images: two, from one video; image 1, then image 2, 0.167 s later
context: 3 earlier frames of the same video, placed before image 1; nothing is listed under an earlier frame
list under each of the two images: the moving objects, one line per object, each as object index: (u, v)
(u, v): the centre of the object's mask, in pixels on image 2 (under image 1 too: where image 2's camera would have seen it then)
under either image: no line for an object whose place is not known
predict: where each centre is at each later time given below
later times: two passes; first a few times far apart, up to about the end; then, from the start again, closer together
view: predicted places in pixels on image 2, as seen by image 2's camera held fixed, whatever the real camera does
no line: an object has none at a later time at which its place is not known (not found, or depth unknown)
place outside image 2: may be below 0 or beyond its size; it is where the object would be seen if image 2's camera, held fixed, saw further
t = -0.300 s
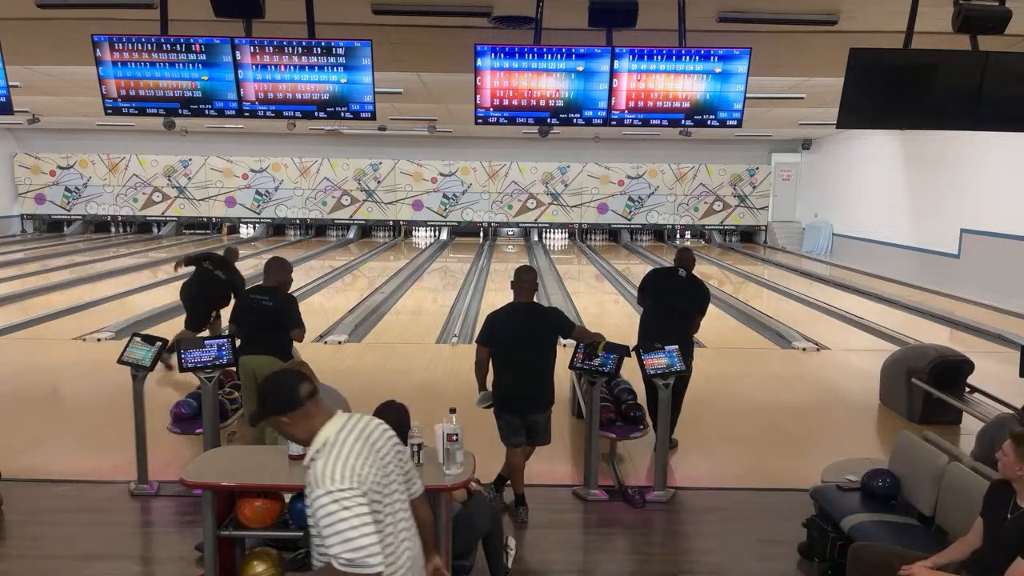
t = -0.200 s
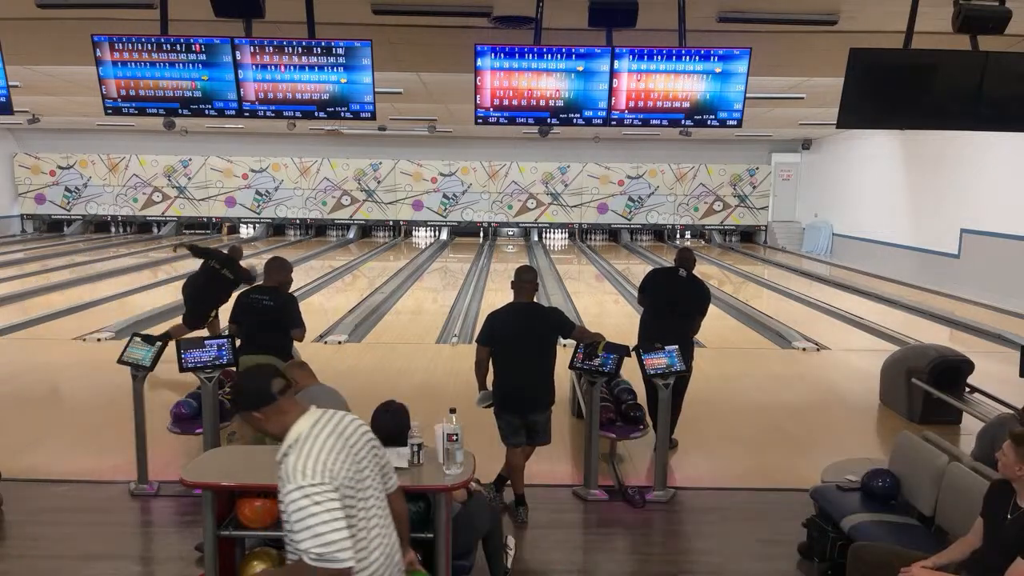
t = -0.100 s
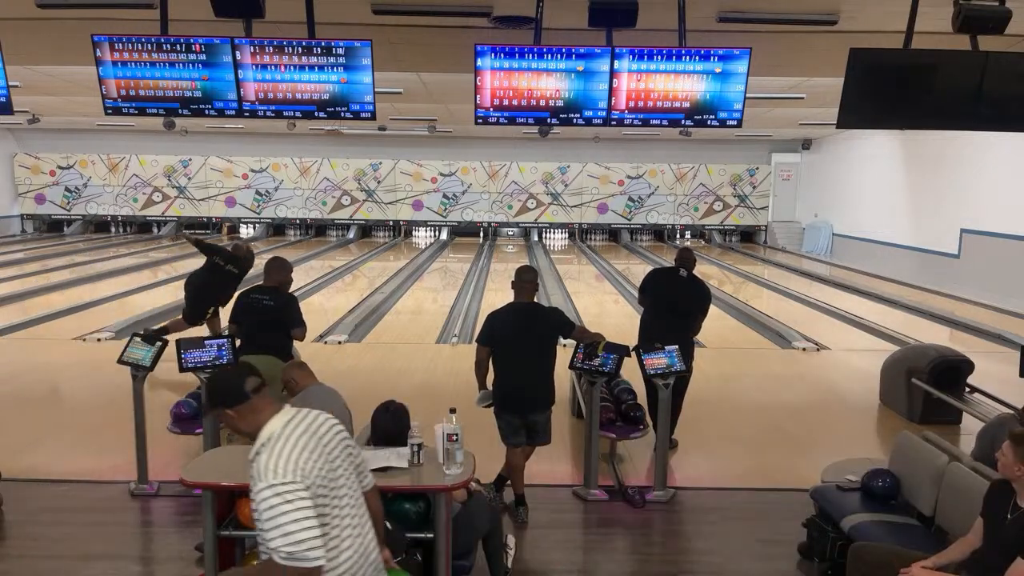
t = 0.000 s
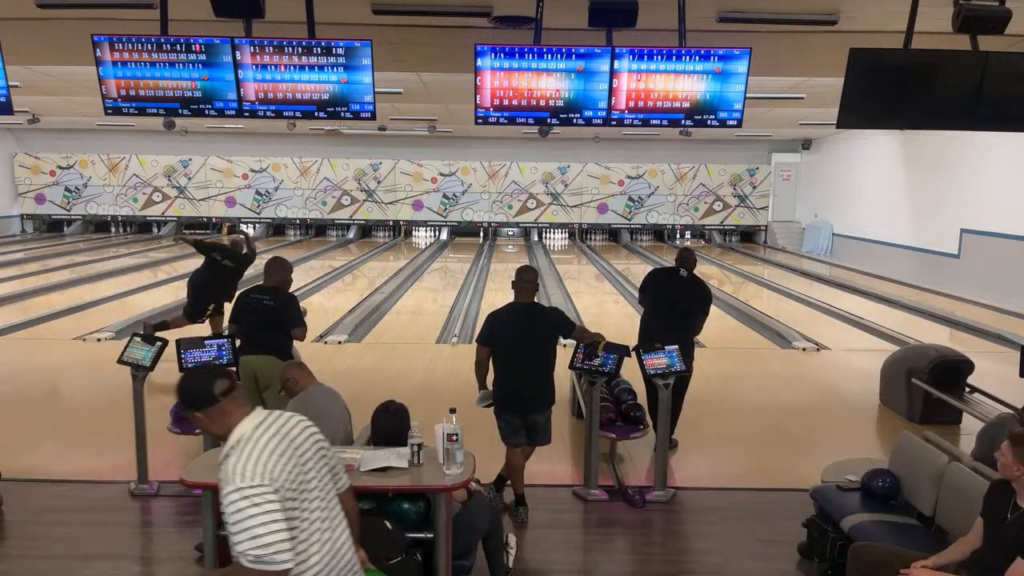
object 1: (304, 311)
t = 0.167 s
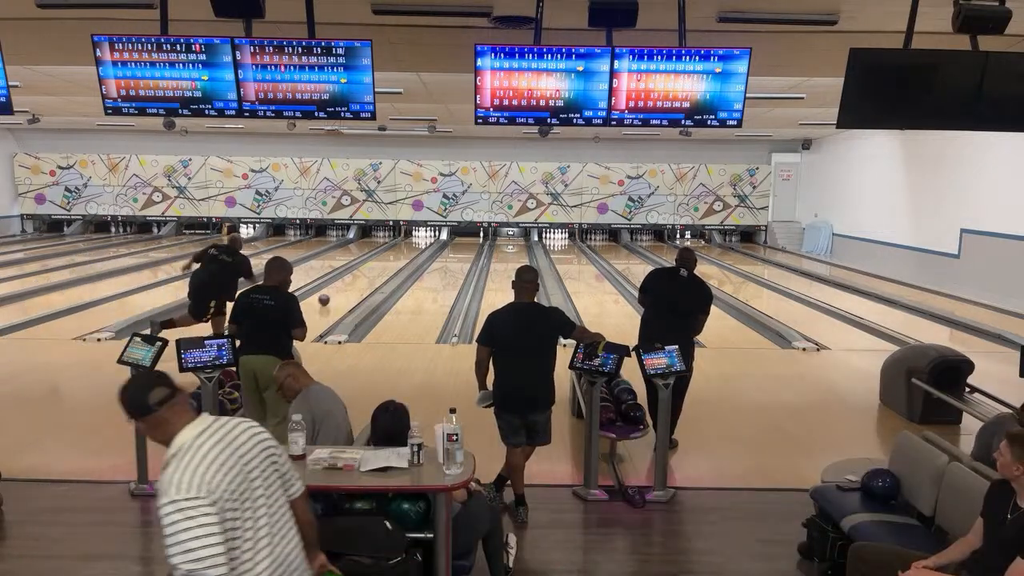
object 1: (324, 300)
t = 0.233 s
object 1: (332, 295)
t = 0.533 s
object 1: (361, 278)
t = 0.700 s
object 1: (374, 271)
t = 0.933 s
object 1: (389, 262)
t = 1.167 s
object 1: (401, 255)
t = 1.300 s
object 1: (406, 252)
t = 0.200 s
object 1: (328, 297)
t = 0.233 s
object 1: (332, 295)
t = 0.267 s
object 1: (336, 293)
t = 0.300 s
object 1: (339, 291)
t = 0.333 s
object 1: (343, 289)
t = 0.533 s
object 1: (361, 278)
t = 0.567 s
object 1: (364, 277)
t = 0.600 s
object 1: (367, 275)
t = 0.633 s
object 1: (369, 274)
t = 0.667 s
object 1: (372, 272)
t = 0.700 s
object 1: (374, 271)
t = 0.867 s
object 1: (385, 264)
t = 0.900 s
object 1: (387, 263)
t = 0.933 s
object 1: (389, 262)
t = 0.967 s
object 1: (391, 261)
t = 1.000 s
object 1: (392, 260)
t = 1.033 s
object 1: (394, 259)
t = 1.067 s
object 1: (396, 258)
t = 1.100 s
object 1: (397, 257)
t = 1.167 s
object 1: (401, 255)
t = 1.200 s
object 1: (402, 254)
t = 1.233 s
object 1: (403, 254)
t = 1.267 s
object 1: (405, 253)
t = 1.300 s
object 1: (406, 252)
